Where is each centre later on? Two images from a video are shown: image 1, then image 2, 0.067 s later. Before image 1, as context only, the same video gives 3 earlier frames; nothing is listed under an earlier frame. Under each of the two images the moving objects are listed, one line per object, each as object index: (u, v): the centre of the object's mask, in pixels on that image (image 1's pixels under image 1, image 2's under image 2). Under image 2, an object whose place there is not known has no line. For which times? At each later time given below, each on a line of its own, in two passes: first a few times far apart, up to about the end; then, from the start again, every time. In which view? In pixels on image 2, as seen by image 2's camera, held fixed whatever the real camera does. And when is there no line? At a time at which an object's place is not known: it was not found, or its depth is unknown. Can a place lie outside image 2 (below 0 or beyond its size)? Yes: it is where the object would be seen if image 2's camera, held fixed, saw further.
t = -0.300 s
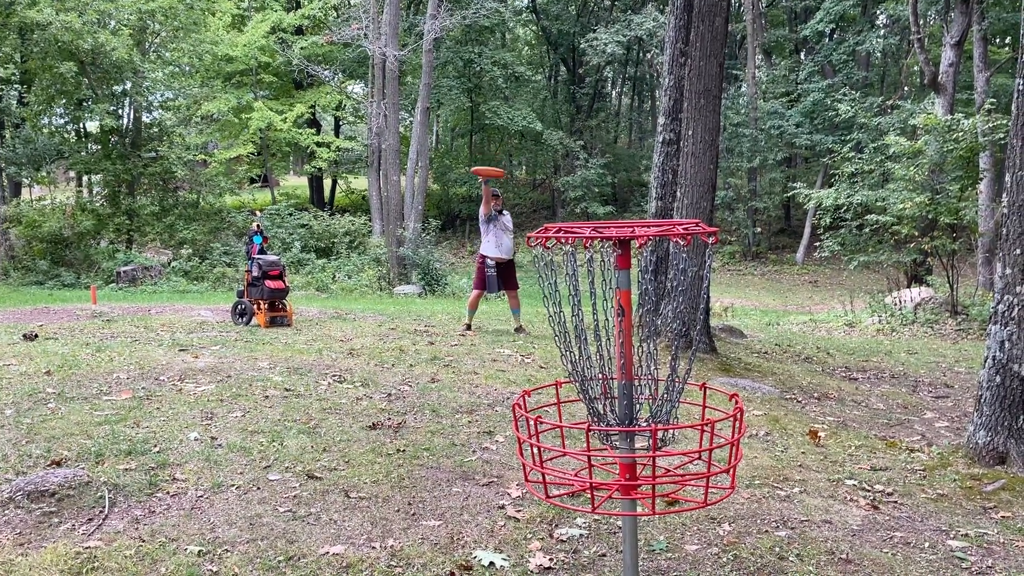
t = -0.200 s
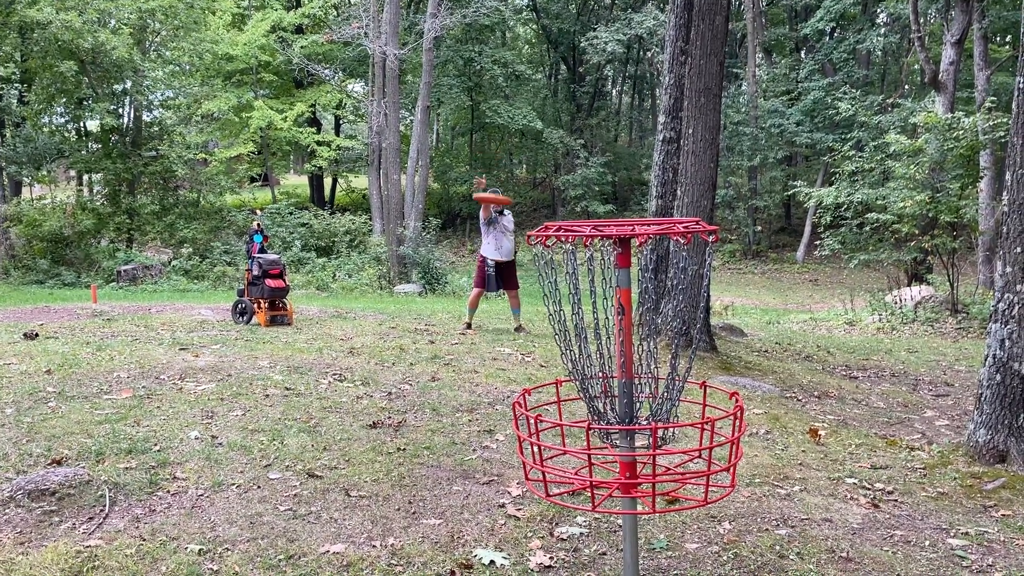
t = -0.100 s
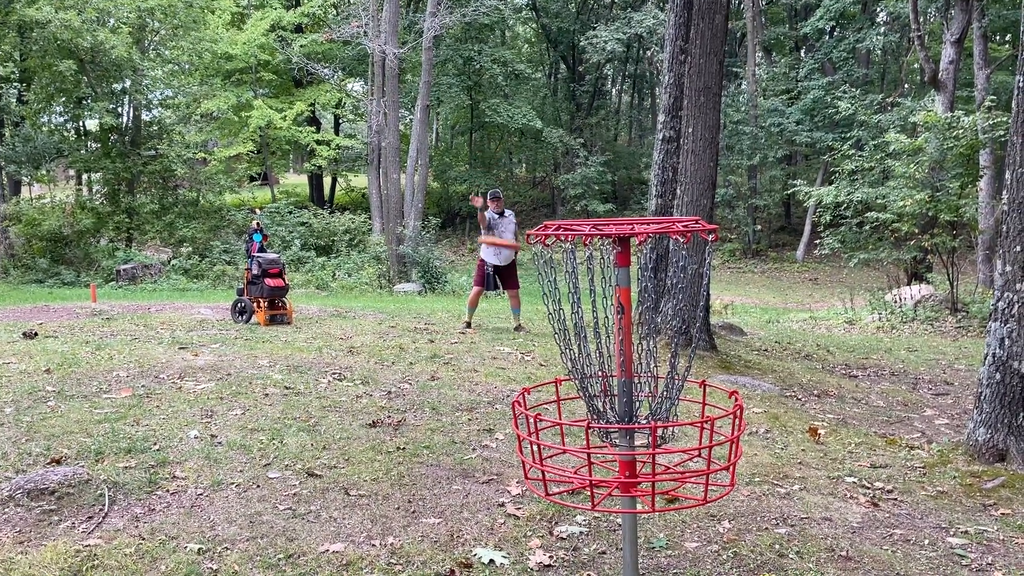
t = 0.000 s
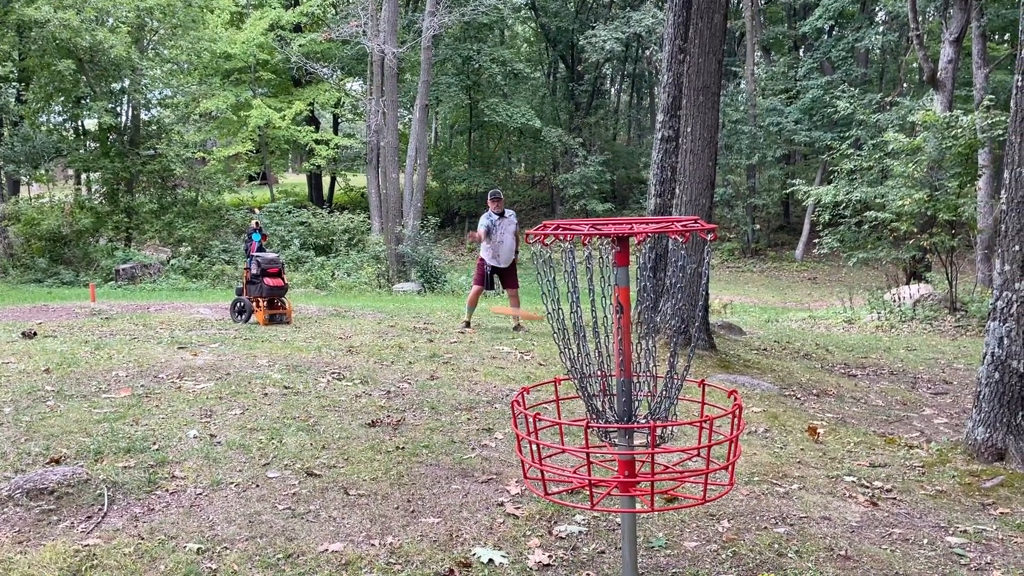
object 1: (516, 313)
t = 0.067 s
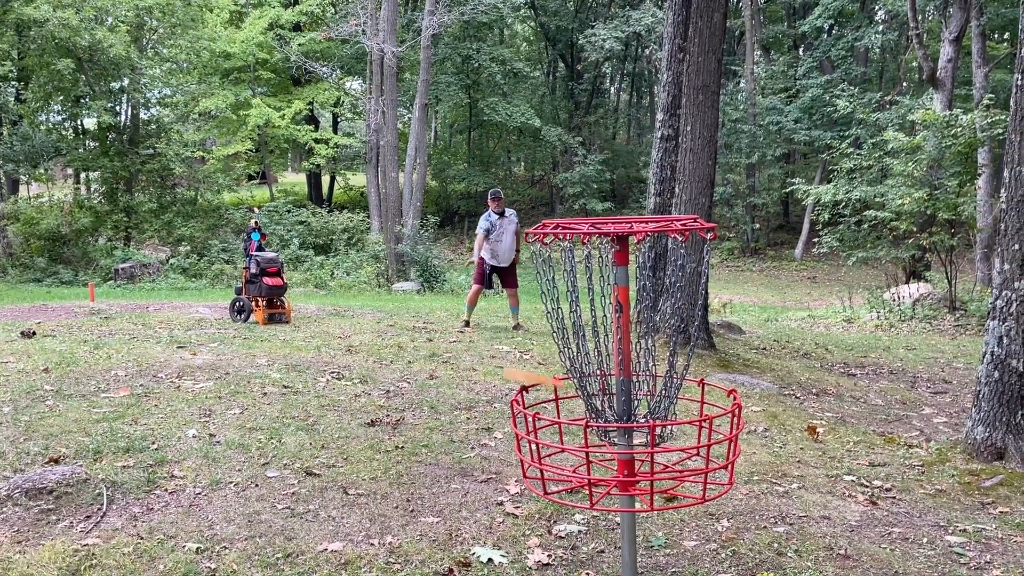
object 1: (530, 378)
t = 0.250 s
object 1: (619, 436)
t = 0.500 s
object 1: (647, 465)
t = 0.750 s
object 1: (641, 469)
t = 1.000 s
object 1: (631, 485)
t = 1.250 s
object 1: (632, 485)
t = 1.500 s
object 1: (632, 485)
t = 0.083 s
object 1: (540, 392)
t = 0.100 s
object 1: (545, 392)
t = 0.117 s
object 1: (548, 391)
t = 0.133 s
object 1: (556, 394)
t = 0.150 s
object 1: (563, 397)
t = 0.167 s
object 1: (570, 402)
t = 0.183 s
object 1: (579, 408)
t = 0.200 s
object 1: (587, 414)
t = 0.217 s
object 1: (595, 424)
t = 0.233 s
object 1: (607, 431)
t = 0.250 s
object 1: (619, 436)
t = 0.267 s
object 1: (625, 441)
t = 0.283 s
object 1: (629, 444)
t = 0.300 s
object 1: (633, 448)
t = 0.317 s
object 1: (637, 453)
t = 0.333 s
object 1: (641, 459)
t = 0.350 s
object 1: (644, 463)
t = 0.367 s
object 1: (644, 463)
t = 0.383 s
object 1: (643, 464)
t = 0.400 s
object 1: (643, 464)
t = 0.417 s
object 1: (643, 464)
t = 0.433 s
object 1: (643, 464)
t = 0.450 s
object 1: (643, 464)
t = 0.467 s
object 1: (644, 464)
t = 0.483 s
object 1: (645, 464)
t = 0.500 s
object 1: (647, 465)
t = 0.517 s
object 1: (648, 463)
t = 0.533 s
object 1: (648, 462)
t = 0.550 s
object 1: (649, 462)
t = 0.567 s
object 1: (650, 462)
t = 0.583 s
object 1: (650, 461)
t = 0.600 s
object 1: (650, 461)
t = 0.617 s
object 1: (649, 461)
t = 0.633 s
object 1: (649, 462)
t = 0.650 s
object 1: (648, 462)
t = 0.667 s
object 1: (647, 463)
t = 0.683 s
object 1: (646, 464)
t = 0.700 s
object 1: (645, 465)
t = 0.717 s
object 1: (644, 466)
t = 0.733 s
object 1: (643, 467)
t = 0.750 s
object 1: (641, 469)
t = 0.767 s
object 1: (640, 471)
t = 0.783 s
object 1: (638, 473)
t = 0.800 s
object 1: (636, 475)
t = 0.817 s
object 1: (634, 478)
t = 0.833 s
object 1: (633, 481)
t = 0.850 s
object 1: (632, 483)
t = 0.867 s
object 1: (632, 482)
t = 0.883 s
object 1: (632, 483)
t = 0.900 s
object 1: (631, 483)
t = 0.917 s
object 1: (631, 484)
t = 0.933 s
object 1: (631, 484)
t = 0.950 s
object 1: (631, 484)
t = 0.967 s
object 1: (631, 484)
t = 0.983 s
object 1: (631, 485)
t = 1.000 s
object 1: (631, 485)
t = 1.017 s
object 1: (631, 485)
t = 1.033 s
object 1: (631, 485)
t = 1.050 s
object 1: (631, 485)
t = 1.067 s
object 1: (632, 485)
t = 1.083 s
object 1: (632, 485)
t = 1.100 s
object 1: (632, 485)
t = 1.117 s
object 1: (632, 485)
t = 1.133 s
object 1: (632, 485)
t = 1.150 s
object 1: (632, 485)
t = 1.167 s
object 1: (632, 485)
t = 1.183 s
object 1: (632, 485)
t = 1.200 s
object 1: (632, 485)
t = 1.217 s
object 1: (632, 485)
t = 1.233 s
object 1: (632, 485)
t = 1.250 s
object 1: (632, 485)
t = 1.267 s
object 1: (632, 485)
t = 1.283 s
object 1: (632, 485)
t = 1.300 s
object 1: (632, 485)
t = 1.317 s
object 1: (632, 485)
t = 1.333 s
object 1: (632, 485)
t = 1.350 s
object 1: (632, 485)
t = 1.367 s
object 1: (633, 485)
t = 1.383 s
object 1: (632, 485)
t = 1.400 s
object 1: (632, 485)
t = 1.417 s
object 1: (632, 485)
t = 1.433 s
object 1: (632, 485)
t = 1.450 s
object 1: (632, 485)
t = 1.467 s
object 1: (632, 485)
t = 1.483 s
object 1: (632, 485)
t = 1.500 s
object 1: (632, 485)
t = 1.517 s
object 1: (632, 485)
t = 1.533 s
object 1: (632, 485)
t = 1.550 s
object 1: (631, 484)
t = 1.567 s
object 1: (632, 483)
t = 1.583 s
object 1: (631, 483)
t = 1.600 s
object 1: (630, 483)
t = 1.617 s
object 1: (630, 483)
